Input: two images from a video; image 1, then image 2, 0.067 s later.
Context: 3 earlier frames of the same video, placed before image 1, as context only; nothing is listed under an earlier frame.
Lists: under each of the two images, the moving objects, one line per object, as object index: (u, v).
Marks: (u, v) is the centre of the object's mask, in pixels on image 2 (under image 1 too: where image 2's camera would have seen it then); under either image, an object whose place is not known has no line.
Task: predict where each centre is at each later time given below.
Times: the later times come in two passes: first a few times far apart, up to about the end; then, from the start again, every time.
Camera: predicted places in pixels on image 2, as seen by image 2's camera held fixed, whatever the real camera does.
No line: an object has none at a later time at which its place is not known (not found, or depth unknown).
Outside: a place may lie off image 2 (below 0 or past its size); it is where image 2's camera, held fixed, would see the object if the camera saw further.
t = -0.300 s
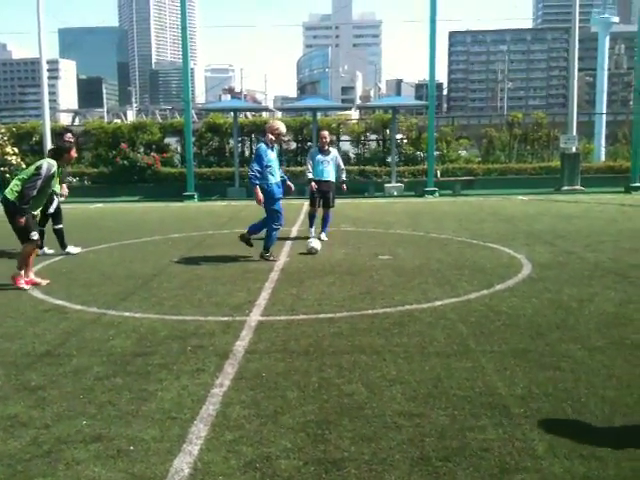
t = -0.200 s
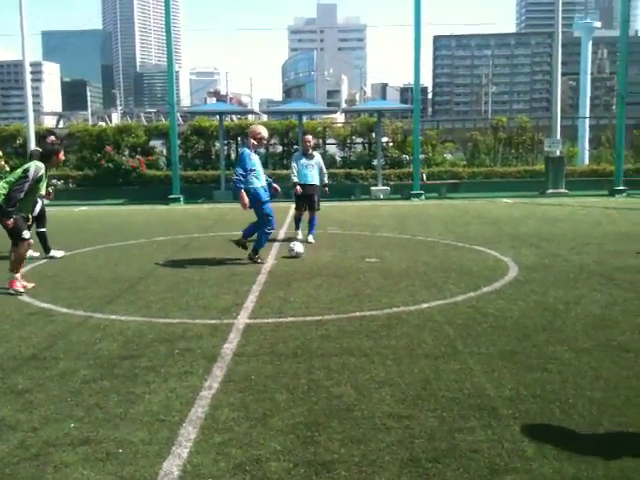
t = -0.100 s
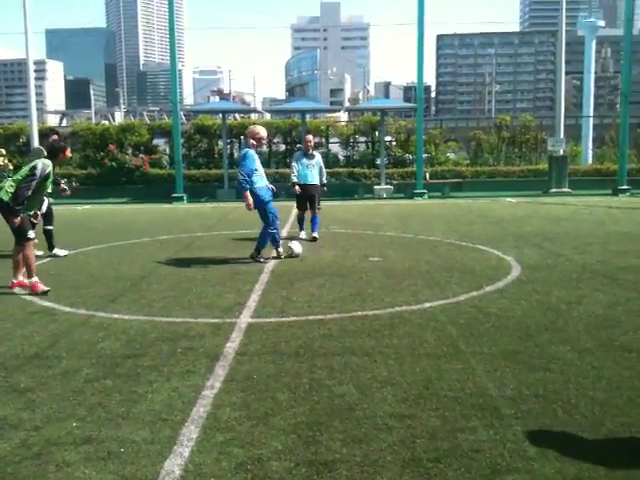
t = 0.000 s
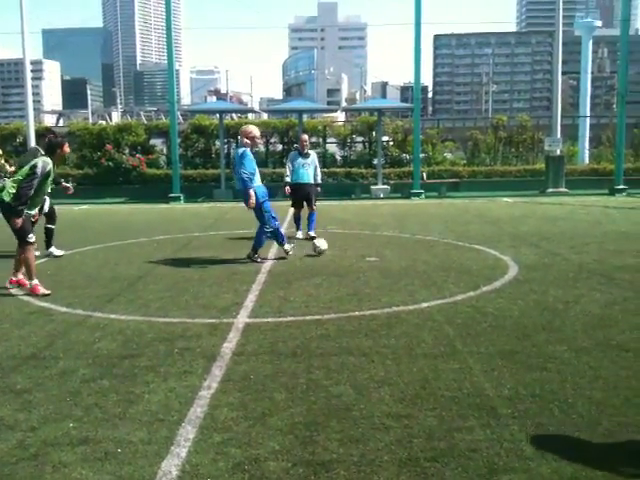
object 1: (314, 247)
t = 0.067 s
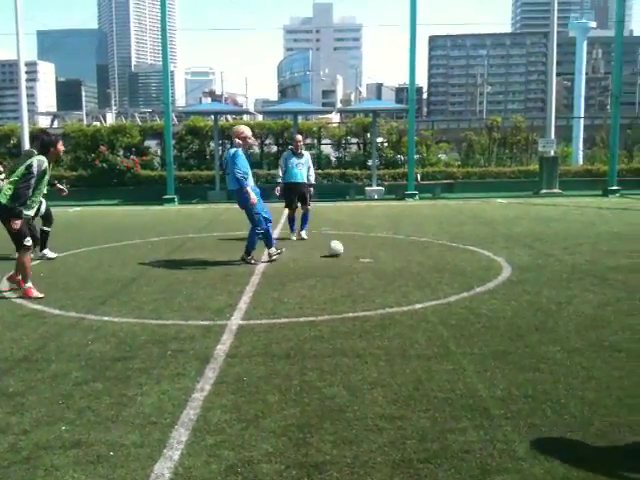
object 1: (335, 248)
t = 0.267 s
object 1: (386, 247)
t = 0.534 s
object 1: (440, 245)
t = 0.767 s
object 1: (487, 243)
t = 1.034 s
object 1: (535, 242)
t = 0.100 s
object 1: (345, 248)
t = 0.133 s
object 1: (353, 247)
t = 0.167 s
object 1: (362, 247)
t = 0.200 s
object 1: (370, 247)
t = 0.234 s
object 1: (378, 247)
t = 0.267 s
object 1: (386, 247)
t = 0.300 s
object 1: (392, 247)
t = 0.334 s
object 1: (399, 246)
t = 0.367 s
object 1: (406, 247)
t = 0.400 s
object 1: (413, 246)
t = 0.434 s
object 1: (420, 246)
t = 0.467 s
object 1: (427, 245)
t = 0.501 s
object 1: (433, 246)
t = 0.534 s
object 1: (440, 245)
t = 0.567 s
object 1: (446, 245)
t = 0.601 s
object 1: (453, 245)
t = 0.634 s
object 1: (459, 245)
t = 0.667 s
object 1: (467, 244)
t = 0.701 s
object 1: (473, 244)
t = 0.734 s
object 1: (480, 244)
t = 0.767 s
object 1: (487, 243)
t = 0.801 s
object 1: (492, 244)
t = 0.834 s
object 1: (498, 243)
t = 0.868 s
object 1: (505, 243)
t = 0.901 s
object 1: (511, 243)
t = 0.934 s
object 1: (517, 243)
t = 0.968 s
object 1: (523, 243)
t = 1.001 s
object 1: (529, 242)
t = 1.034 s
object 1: (535, 242)
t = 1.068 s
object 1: (541, 242)
